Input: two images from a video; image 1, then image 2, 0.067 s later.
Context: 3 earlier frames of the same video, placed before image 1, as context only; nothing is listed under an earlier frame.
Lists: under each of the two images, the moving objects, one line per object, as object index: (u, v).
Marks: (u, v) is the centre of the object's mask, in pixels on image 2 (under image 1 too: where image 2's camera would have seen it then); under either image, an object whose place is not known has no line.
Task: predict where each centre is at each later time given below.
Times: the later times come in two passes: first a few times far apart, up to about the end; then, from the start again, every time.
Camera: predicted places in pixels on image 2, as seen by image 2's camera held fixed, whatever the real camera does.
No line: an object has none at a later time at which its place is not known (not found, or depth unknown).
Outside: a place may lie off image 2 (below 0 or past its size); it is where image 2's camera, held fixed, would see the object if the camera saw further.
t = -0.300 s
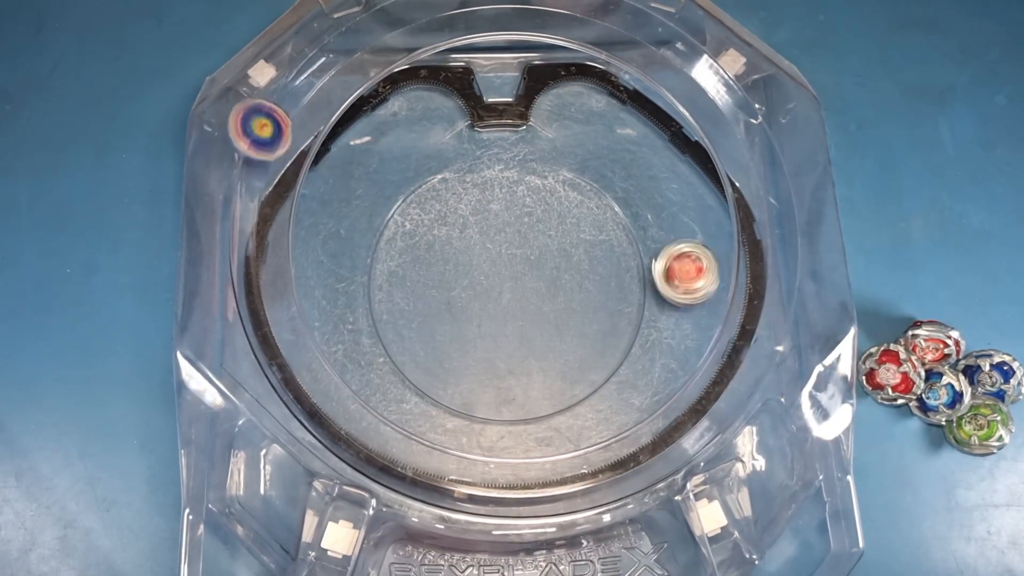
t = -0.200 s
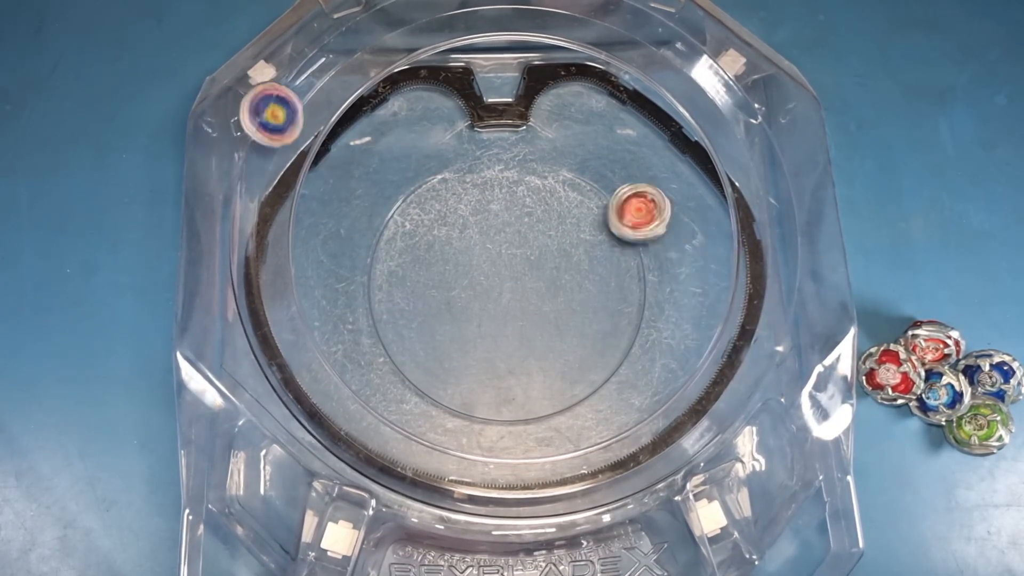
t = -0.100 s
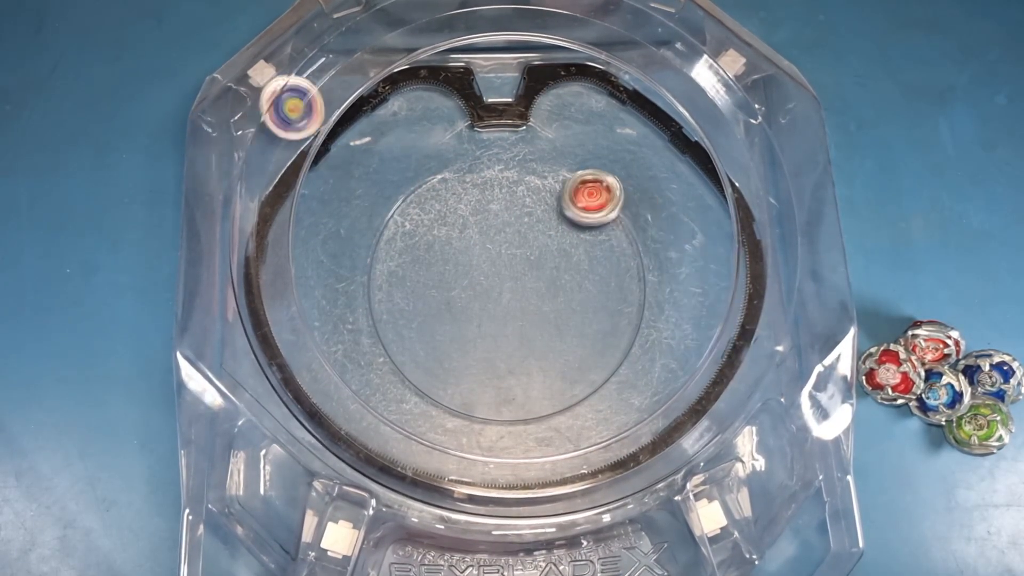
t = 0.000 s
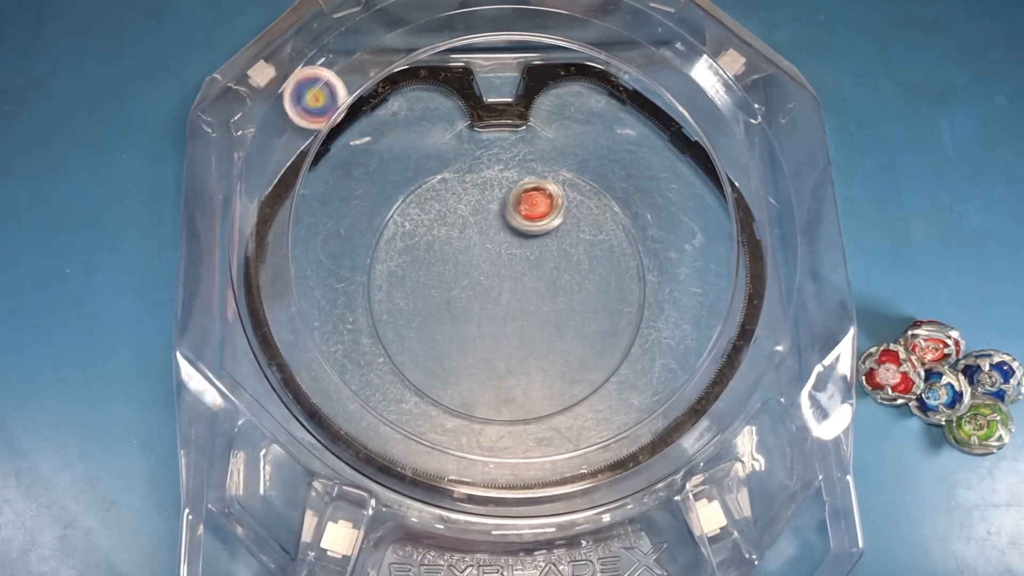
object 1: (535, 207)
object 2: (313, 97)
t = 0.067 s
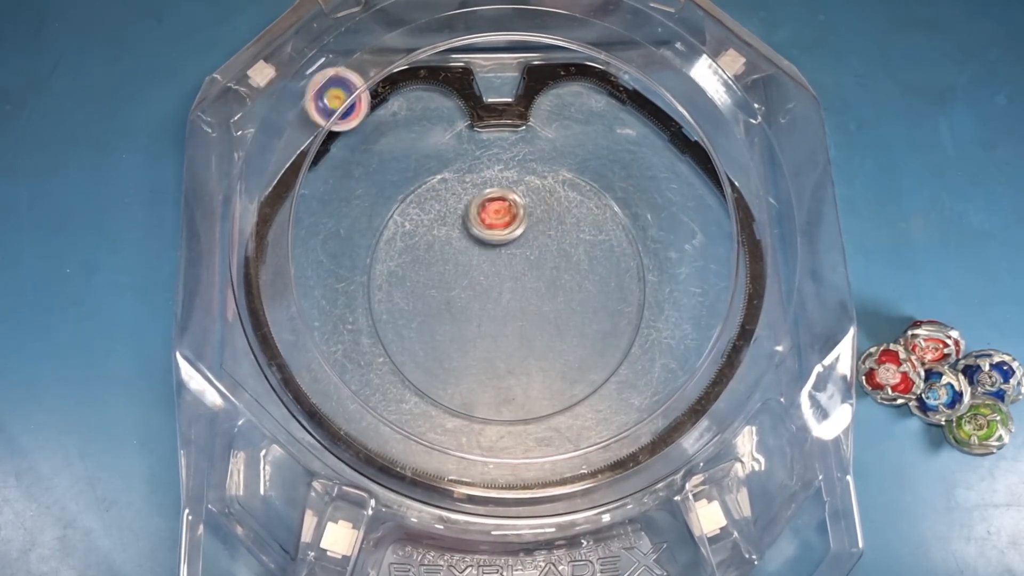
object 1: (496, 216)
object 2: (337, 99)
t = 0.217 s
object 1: (426, 250)
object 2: (386, 127)
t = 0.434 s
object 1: (383, 318)
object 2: (427, 210)
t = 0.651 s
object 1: (427, 362)
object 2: (439, 286)
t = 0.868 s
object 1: (518, 381)
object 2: (487, 249)
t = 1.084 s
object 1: (557, 280)
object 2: (486, 250)
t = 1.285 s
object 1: (545, 195)
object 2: (485, 231)
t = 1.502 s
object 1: (485, 168)
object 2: (487, 248)
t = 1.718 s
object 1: (437, 195)
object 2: (544, 373)
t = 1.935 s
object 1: (450, 261)
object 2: (551, 412)
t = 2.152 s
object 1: (541, 293)
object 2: (532, 399)
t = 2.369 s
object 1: (615, 267)
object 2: (529, 340)
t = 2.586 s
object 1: (573, 224)
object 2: (543, 290)
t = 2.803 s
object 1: (502, 220)
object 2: (524, 322)
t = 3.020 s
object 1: (468, 282)
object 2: (495, 356)
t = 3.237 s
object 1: (510, 279)
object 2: (476, 381)
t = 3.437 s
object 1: (507, 241)
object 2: (498, 363)
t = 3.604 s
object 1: (490, 250)
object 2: (539, 355)
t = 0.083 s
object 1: (488, 220)
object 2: (344, 102)
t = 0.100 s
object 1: (479, 223)
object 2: (347, 102)
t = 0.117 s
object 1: (470, 226)
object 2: (354, 103)
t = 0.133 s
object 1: (462, 230)
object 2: (359, 106)
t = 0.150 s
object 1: (454, 233)
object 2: (366, 108)
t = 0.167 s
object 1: (447, 237)
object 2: (372, 113)
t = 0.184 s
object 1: (440, 241)
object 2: (378, 118)
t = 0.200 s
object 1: (433, 245)
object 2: (382, 124)
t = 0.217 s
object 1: (426, 250)
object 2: (386, 127)
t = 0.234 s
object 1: (419, 254)
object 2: (391, 133)
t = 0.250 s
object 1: (413, 259)
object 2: (394, 138)
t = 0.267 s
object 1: (407, 264)
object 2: (398, 144)
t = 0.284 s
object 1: (401, 269)
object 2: (401, 149)
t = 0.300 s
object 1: (396, 274)
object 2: (405, 153)
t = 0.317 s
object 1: (390, 279)
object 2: (408, 160)
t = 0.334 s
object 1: (386, 284)
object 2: (411, 163)
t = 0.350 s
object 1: (380, 290)
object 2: (414, 171)
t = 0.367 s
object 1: (376, 296)
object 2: (417, 176)
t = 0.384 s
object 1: (375, 301)
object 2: (421, 186)
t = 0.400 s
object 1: (377, 307)
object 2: (422, 193)
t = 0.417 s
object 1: (379, 312)
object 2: (425, 201)
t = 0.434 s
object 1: (383, 318)
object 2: (427, 210)
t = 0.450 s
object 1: (387, 324)
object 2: (429, 218)
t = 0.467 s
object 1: (392, 330)
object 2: (430, 226)
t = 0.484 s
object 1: (396, 334)
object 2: (431, 234)
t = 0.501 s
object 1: (399, 339)
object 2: (432, 242)
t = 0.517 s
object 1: (402, 343)
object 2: (433, 248)
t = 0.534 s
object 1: (404, 346)
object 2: (434, 256)
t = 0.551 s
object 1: (406, 348)
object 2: (434, 261)
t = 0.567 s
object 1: (409, 350)
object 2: (435, 269)
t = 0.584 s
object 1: (412, 352)
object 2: (435, 275)
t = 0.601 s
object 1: (416, 353)
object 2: (436, 280)
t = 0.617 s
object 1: (420, 353)
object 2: (435, 286)
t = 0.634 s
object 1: (425, 352)
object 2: (436, 291)
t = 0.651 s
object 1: (427, 362)
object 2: (439, 286)
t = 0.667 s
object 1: (430, 371)
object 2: (443, 278)
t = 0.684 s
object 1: (433, 379)
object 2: (448, 273)
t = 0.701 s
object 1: (439, 385)
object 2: (451, 267)
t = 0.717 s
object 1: (445, 390)
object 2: (457, 263)
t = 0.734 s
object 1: (453, 393)
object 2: (461, 259)
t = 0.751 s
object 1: (460, 396)
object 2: (466, 256)
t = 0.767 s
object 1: (469, 397)
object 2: (470, 254)
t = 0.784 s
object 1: (476, 397)
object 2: (474, 251)
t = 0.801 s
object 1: (486, 396)
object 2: (478, 250)
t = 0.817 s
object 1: (494, 394)
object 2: (480, 249)
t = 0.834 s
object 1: (502, 390)
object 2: (483, 248)
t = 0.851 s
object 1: (510, 386)
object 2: (485, 248)
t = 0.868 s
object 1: (518, 381)
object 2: (487, 249)
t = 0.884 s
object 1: (525, 375)
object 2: (488, 250)
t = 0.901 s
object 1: (532, 369)
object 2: (488, 251)
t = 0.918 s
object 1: (538, 362)
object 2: (488, 251)
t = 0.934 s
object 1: (542, 355)
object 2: (488, 252)
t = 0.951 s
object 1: (547, 347)
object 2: (487, 253)
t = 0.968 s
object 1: (550, 338)
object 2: (488, 253)
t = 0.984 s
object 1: (553, 331)
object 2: (486, 253)
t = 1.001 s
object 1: (555, 321)
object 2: (486, 253)
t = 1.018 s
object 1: (557, 313)
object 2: (486, 254)
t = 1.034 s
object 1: (558, 305)
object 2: (485, 253)
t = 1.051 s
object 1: (558, 296)
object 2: (486, 253)
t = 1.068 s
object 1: (558, 288)
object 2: (485, 252)
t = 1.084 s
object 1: (557, 280)
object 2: (486, 250)
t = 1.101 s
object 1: (555, 271)
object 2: (487, 250)
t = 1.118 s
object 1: (554, 263)
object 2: (487, 248)
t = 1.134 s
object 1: (552, 256)
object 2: (489, 247)
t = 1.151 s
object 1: (553, 249)
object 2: (486, 245)
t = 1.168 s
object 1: (553, 243)
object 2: (484, 242)
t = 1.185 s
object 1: (553, 236)
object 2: (484, 241)
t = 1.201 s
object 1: (552, 230)
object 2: (482, 239)
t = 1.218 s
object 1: (550, 223)
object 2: (484, 236)
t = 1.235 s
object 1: (548, 216)
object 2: (486, 234)
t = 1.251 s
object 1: (547, 210)
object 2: (486, 232)
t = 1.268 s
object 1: (547, 202)
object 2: (486, 231)
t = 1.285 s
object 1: (545, 195)
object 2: (485, 231)
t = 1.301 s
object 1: (543, 189)
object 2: (483, 230)
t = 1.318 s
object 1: (540, 183)
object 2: (484, 230)
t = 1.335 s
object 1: (536, 178)
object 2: (482, 231)
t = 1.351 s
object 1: (531, 173)
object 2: (482, 231)
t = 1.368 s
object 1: (526, 169)
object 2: (482, 233)
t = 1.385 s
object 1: (521, 165)
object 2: (482, 234)
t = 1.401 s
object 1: (516, 162)
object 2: (482, 235)
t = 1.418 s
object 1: (511, 160)
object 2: (482, 237)
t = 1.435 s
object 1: (505, 159)
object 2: (482, 238)
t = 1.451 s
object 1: (500, 160)
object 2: (484, 241)
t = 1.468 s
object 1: (495, 162)
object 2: (485, 243)
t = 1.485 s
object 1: (490, 165)
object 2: (486, 245)
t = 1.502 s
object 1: (485, 168)
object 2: (487, 248)
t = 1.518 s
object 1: (480, 173)
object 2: (488, 250)
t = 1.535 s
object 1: (476, 180)
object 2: (491, 252)
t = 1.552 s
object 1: (472, 187)
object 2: (492, 256)
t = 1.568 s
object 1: (469, 194)
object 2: (494, 258)
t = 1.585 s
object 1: (467, 202)
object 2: (497, 261)
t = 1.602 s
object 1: (465, 210)
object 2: (499, 266)
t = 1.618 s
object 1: (460, 205)
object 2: (506, 283)
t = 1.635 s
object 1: (456, 200)
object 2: (515, 303)
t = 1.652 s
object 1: (452, 196)
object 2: (522, 321)
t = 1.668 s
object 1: (448, 194)
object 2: (528, 335)
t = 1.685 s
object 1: (445, 193)
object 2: (535, 350)
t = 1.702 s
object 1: (440, 194)
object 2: (540, 363)
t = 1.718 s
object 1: (437, 195)
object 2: (544, 373)
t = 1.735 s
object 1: (432, 197)
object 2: (549, 384)
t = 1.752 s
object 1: (429, 200)
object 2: (551, 391)
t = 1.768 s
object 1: (426, 203)
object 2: (553, 396)
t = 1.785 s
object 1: (424, 208)
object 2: (554, 400)
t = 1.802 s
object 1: (423, 213)
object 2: (554, 402)
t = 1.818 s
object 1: (423, 218)
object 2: (556, 403)
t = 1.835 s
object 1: (424, 224)
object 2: (556, 406)
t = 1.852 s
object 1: (427, 231)
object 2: (555, 408)
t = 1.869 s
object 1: (430, 237)
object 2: (555, 408)
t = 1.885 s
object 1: (434, 244)
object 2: (554, 410)
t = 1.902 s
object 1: (439, 250)
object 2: (553, 411)
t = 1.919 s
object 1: (444, 255)
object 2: (553, 411)
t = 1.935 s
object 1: (450, 261)
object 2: (551, 412)
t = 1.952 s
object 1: (456, 265)
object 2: (550, 412)
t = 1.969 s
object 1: (462, 270)
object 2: (550, 411)
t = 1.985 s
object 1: (469, 273)
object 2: (548, 411)
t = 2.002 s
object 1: (476, 277)
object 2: (547, 410)
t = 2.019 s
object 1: (483, 280)
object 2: (547, 410)
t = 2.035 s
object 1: (490, 283)
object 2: (545, 410)
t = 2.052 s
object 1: (497, 285)
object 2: (543, 409)
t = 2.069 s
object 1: (504, 288)
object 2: (543, 408)
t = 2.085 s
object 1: (512, 289)
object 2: (540, 407)
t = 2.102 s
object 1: (519, 291)
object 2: (538, 405)
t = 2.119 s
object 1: (526, 292)
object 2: (537, 404)
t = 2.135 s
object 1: (533, 293)
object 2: (535, 402)
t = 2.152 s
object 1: (541, 293)
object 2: (532, 399)
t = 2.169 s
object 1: (547, 294)
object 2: (531, 396)
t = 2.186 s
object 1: (555, 293)
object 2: (529, 392)
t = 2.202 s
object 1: (562, 293)
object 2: (528, 388)
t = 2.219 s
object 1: (569, 292)
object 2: (528, 385)
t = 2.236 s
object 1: (575, 291)
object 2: (526, 380)
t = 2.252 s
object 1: (582, 290)
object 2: (527, 376)
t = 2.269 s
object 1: (587, 288)
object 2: (526, 372)
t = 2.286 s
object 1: (594, 286)
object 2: (526, 367)
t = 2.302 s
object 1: (599, 283)
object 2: (527, 362)
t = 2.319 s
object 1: (604, 280)
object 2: (526, 357)
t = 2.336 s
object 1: (608, 276)
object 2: (527, 351)
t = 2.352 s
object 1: (612, 272)
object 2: (529, 346)
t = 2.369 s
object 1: (615, 267)
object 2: (529, 340)
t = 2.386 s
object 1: (617, 262)
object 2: (530, 333)
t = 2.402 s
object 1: (617, 257)
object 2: (532, 328)
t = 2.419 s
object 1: (616, 252)
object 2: (533, 322)
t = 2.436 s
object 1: (614, 248)
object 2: (535, 316)
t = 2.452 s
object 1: (611, 244)
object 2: (538, 312)
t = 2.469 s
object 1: (607, 239)
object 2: (539, 306)
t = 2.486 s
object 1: (602, 237)
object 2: (542, 301)
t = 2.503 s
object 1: (596, 235)
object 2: (546, 298)
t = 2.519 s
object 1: (591, 234)
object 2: (547, 294)
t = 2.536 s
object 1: (583, 234)
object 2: (550, 290)
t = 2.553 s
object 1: (580, 230)
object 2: (549, 292)
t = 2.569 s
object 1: (577, 226)
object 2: (544, 291)
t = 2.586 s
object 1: (573, 224)
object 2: (543, 290)
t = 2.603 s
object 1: (569, 223)
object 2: (541, 290)
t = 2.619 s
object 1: (564, 222)
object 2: (537, 291)
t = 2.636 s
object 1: (558, 221)
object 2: (535, 290)
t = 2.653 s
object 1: (553, 222)
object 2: (534, 290)
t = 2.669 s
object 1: (546, 224)
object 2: (533, 290)
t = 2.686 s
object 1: (540, 225)
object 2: (534, 287)
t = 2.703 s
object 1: (534, 228)
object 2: (535, 288)
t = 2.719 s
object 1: (529, 226)
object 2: (532, 295)
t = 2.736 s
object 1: (525, 224)
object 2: (529, 301)
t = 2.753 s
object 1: (520, 222)
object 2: (527, 309)
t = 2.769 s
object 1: (514, 220)
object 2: (526, 315)
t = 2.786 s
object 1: (508, 220)
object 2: (524, 319)
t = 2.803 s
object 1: (502, 220)
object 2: (524, 322)
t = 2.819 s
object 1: (497, 221)
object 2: (523, 328)
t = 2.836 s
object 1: (491, 224)
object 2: (521, 331)
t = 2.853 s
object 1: (486, 227)
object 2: (519, 335)
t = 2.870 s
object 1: (482, 230)
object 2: (518, 338)
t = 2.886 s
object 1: (478, 235)
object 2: (516, 343)
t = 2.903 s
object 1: (474, 239)
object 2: (514, 345)
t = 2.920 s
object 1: (471, 245)
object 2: (512, 346)
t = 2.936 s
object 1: (469, 251)
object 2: (509, 350)
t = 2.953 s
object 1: (467, 257)
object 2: (507, 352)
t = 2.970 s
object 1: (467, 263)
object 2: (504, 353)
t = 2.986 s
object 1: (466, 270)
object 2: (501, 353)
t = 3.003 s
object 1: (467, 275)
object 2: (498, 355)
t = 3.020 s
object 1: (468, 282)
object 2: (495, 356)
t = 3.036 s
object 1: (470, 288)
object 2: (491, 356)
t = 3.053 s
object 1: (473, 294)
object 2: (489, 355)
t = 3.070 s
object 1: (476, 299)
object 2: (486, 355)
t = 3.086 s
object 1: (480, 304)
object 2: (482, 356)
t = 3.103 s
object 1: (484, 305)
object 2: (478, 357)
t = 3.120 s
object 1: (488, 302)
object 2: (479, 359)
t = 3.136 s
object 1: (492, 299)
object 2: (477, 363)
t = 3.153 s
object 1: (495, 297)
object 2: (475, 370)
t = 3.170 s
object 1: (501, 292)
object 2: (473, 379)
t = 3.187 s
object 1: (504, 289)
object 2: (473, 381)
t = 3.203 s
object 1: (507, 285)
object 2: (474, 381)
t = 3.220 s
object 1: (508, 282)
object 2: (475, 381)
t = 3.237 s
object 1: (510, 279)
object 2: (476, 381)
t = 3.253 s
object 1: (512, 275)
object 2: (477, 382)
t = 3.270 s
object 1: (514, 271)
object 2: (477, 380)
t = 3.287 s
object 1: (514, 268)
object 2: (477, 379)
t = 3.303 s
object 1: (515, 264)
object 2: (478, 377)
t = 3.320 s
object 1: (515, 260)
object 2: (481, 377)
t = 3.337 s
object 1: (515, 257)
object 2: (482, 375)
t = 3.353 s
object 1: (514, 254)
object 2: (483, 373)
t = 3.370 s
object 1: (513, 251)
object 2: (486, 370)
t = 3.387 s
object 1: (512, 248)
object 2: (489, 369)
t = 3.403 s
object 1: (510, 245)
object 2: (491, 368)
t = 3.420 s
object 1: (509, 243)
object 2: (494, 365)
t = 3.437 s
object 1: (507, 241)
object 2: (498, 363)
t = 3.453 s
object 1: (504, 240)
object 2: (503, 361)
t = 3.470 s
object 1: (502, 240)
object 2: (506, 361)
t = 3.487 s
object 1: (500, 240)
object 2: (509, 359)
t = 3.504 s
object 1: (498, 240)
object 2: (514, 358)
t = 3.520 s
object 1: (497, 241)
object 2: (518, 357)
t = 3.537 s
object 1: (495, 242)
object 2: (523, 357)
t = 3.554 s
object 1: (493, 243)
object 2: (526, 356)
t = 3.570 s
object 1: (492, 245)
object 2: (531, 354)
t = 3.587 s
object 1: (491, 248)
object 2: (535, 355)
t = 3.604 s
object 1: (490, 250)
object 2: (539, 355)
